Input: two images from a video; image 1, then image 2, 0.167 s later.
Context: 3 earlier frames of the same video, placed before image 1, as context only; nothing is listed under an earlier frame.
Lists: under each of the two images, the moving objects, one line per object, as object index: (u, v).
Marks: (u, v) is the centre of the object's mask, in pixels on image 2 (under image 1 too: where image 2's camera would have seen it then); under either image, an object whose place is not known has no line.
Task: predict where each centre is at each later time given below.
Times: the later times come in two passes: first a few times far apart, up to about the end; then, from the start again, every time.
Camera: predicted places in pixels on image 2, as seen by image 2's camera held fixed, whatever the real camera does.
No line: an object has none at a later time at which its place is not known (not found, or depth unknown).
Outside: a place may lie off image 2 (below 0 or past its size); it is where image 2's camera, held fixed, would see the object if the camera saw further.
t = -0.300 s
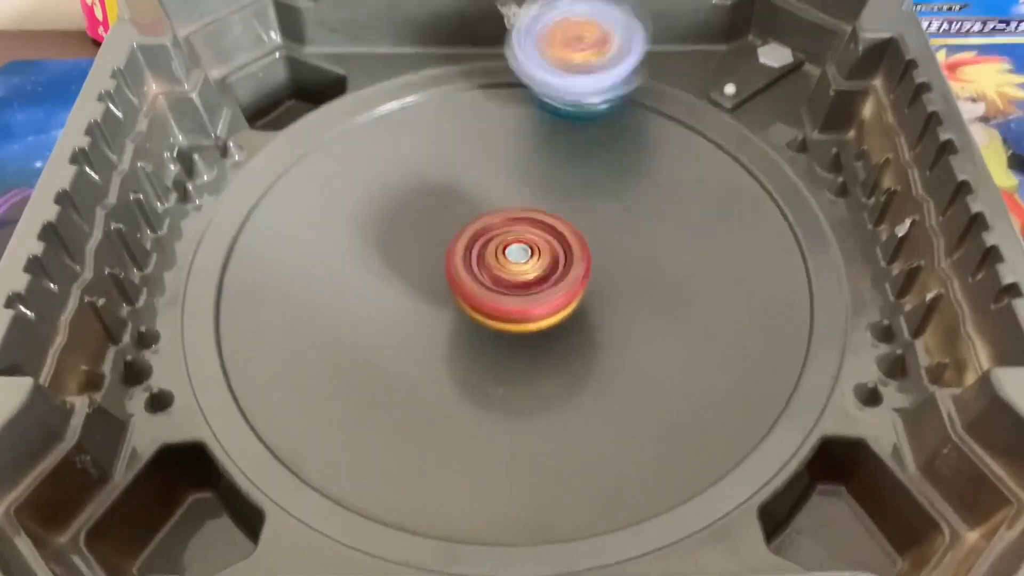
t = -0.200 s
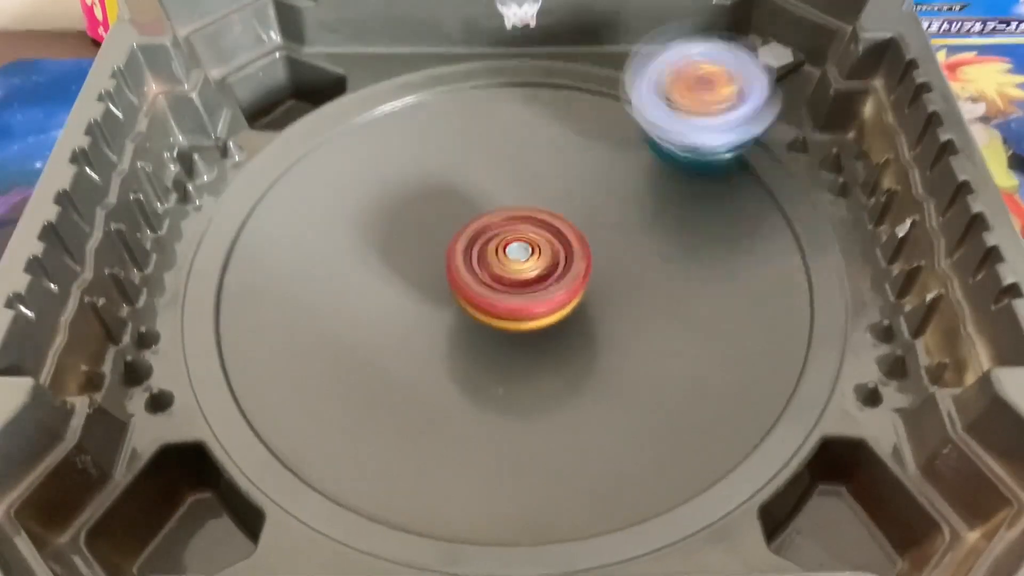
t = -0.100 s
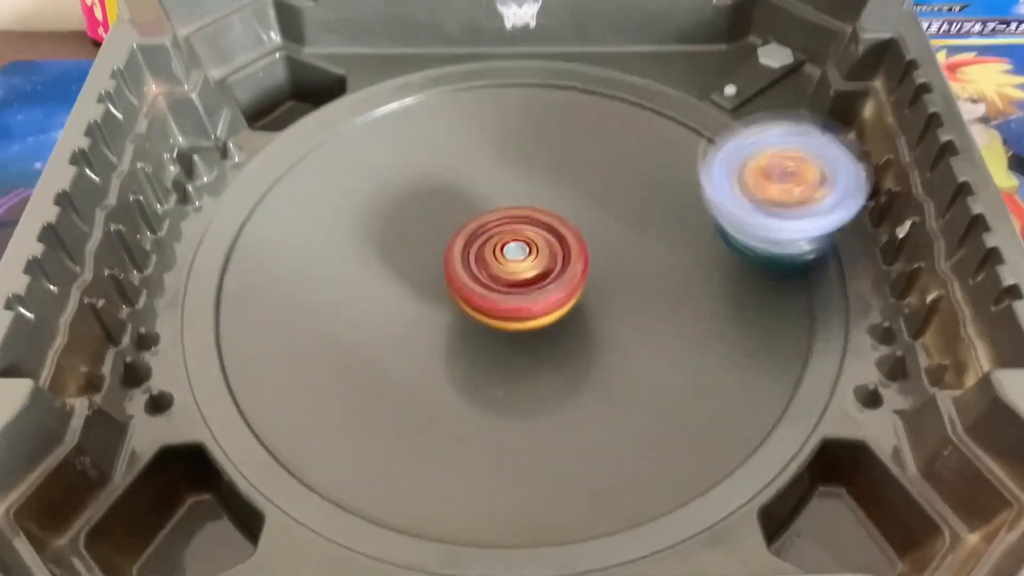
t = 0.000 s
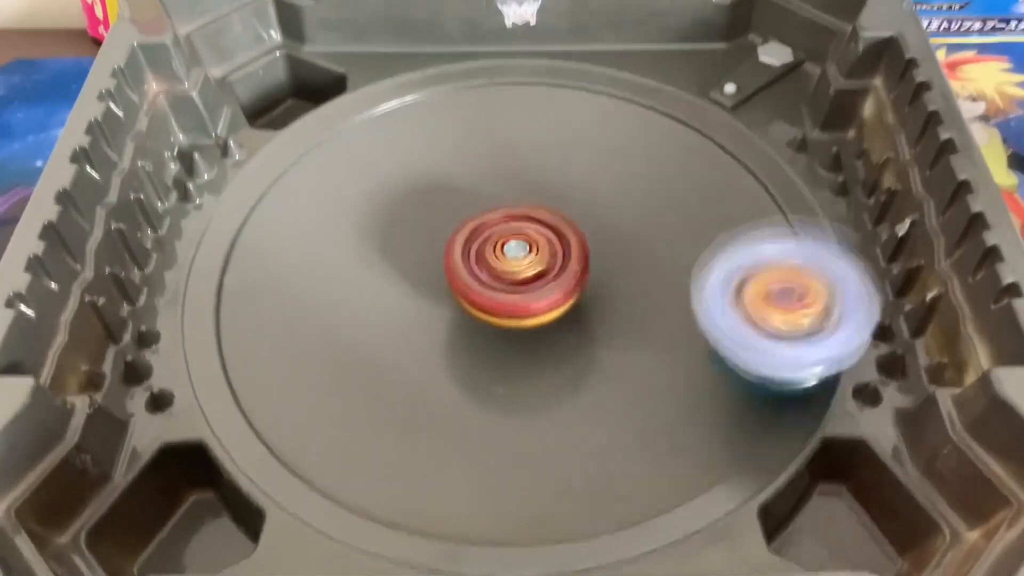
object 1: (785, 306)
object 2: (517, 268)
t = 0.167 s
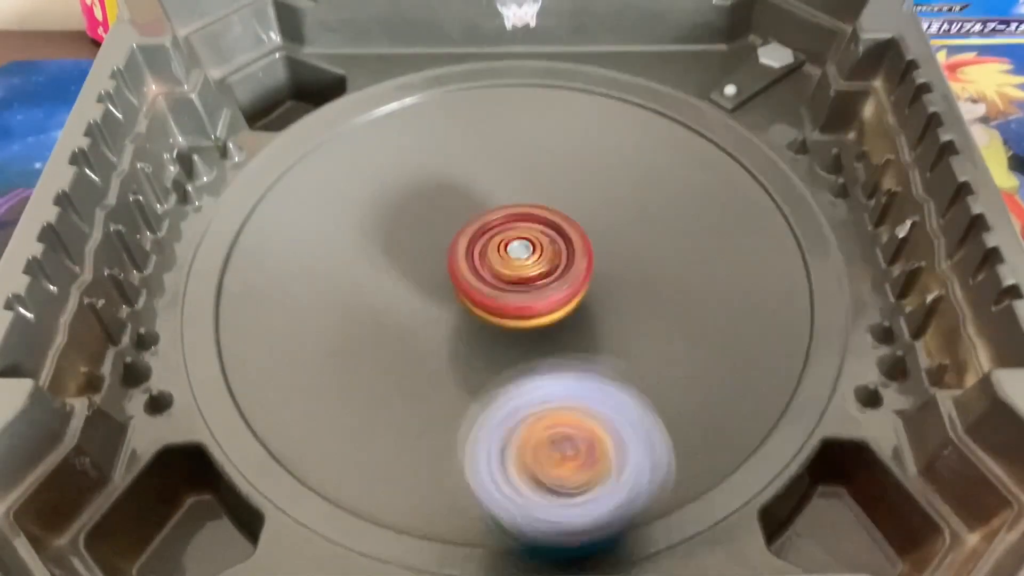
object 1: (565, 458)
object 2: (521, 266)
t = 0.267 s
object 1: (372, 439)
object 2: (521, 264)
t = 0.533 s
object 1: (408, 67)
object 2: (516, 263)
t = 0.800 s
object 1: (676, 406)
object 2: (511, 262)
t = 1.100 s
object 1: (441, 62)
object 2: (509, 268)
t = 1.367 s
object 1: (628, 421)
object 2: (511, 269)
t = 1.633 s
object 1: (402, 83)
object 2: (519, 268)
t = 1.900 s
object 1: (682, 386)
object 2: (513, 263)
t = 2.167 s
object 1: (356, 109)
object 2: (513, 265)
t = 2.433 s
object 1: (723, 343)
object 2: (508, 266)
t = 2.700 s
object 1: (320, 148)
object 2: (515, 268)
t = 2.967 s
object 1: (743, 286)
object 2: (514, 264)
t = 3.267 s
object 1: (336, 141)
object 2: (517, 265)
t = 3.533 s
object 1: (728, 301)
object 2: (512, 265)
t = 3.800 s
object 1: (310, 179)
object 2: (512, 269)
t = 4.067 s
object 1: (730, 254)
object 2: (513, 265)
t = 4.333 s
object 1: (298, 220)
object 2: (515, 263)
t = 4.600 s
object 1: (721, 213)
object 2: (509, 265)
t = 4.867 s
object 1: (299, 258)
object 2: (510, 270)
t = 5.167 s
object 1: (716, 233)
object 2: (515, 265)
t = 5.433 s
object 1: (309, 240)
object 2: (512, 264)
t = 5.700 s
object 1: (701, 204)
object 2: (509, 267)
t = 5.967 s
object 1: (317, 273)
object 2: (512, 267)
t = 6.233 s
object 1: (682, 181)
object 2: (513, 264)
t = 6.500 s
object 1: (333, 297)
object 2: (510, 264)
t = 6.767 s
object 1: (673, 152)
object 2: (513, 268)
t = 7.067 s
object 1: (331, 266)
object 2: (515, 264)
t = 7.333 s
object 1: (674, 193)
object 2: (512, 264)
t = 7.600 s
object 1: (340, 282)
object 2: (511, 267)
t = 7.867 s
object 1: (657, 183)
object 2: (514, 264)
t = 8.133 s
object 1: (356, 291)
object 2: (512, 264)
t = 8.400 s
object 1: (646, 180)
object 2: (508, 267)
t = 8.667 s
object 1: (364, 294)
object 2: (516, 265)
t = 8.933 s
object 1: (640, 181)
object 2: (513, 264)
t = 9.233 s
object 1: (358, 242)
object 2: (512, 266)
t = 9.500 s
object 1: (656, 236)
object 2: (512, 265)
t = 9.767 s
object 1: (411, 324)
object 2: (519, 258)
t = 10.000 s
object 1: (368, 192)
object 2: (537, 257)
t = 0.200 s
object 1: (497, 461)
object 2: (522, 265)
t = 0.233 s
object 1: (429, 457)
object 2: (521, 265)
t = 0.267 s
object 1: (372, 439)
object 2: (521, 264)
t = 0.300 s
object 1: (318, 417)
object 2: (520, 263)
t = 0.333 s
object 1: (280, 384)
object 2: (519, 263)
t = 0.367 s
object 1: (251, 348)
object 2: (518, 263)
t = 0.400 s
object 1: (235, 307)
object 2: (517, 263)
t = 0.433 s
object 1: (233, 226)
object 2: (515, 263)
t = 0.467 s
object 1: (267, 157)
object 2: (515, 264)
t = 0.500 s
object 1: (332, 103)
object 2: (516, 263)
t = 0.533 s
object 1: (408, 67)
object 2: (516, 263)
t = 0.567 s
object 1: (491, 54)
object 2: (516, 262)
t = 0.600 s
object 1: (581, 59)
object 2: (514, 262)
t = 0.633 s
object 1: (671, 81)
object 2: (512, 260)
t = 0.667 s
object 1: (731, 126)
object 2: (510, 259)
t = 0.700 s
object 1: (774, 188)
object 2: (509, 259)
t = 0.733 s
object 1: (786, 263)
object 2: (508, 261)
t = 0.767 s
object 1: (754, 341)
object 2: (509, 261)
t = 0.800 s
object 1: (676, 406)
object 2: (511, 262)
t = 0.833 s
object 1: (569, 445)
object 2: (512, 263)
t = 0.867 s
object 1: (441, 449)
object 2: (511, 261)
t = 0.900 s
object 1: (333, 409)
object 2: (509, 261)
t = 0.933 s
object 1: (266, 350)
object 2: (507, 261)
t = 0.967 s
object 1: (239, 271)
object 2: (506, 263)
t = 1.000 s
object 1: (252, 198)
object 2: (506, 264)
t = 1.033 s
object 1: (297, 136)
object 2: (507, 265)
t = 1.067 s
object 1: (361, 92)
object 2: (508, 267)
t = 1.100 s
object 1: (441, 62)
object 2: (509, 268)
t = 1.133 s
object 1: (524, 58)
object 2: (510, 268)
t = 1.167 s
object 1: (608, 70)
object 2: (511, 267)
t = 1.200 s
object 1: (689, 105)
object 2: (511, 265)
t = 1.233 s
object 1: (741, 149)
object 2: (510, 265)
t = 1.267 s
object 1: (772, 221)
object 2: (509, 265)
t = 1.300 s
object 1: (767, 298)
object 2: (509, 266)
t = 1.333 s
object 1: (718, 366)
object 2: (510, 268)
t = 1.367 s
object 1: (628, 421)
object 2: (511, 269)
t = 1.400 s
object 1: (510, 447)
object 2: (512, 270)
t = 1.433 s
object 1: (397, 430)
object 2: (514, 270)
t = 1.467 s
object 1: (308, 385)
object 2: (515, 270)
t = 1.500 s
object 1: (259, 316)
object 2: (517, 270)
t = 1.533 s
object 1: (251, 240)
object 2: (519, 270)
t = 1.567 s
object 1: (278, 172)
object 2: (519, 269)
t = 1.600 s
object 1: (329, 119)
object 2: (519, 269)
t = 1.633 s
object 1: (402, 83)
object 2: (519, 268)
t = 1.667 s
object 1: (477, 67)
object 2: (518, 268)
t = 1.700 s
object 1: (563, 69)
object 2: (517, 268)
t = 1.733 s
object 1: (654, 85)
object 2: (516, 267)
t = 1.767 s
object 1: (710, 124)
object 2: (515, 266)
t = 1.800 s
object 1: (753, 170)
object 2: (514, 264)
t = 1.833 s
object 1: (767, 251)
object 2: (513, 264)
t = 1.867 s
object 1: (746, 322)
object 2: (513, 263)
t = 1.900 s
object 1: (682, 386)
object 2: (513, 263)
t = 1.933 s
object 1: (582, 429)
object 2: (514, 263)
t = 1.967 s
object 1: (465, 437)
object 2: (514, 263)
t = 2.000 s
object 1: (362, 410)
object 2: (513, 263)
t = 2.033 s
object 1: (291, 356)
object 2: (513, 264)
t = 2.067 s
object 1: (259, 287)
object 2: (513, 264)
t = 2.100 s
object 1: (265, 216)
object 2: (512, 264)
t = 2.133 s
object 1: (296, 155)
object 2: (512, 265)
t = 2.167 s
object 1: (356, 109)
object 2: (513, 265)
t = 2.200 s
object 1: (428, 80)
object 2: (513, 265)
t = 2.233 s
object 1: (506, 71)
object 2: (512, 265)
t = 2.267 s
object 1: (584, 77)
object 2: (511, 265)
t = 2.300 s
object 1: (668, 102)
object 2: (511, 265)
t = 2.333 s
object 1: (720, 141)
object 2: (510, 265)
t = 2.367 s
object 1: (753, 204)
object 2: (510, 266)
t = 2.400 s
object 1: (757, 272)
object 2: (509, 266)
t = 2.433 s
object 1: (723, 343)
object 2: (508, 266)
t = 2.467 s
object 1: (650, 396)
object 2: (507, 267)
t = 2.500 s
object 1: (549, 429)
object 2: (507, 268)
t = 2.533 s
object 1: (440, 425)
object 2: (509, 269)
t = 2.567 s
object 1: (347, 394)
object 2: (511, 269)
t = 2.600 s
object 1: (287, 335)
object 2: (512, 269)
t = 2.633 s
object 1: (266, 263)
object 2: (513, 269)
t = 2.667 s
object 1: (280, 201)
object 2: (514, 269)
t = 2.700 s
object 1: (320, 148)
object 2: (515, 268)
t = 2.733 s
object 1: (379, 104)
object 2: (516, 268)
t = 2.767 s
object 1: (448, 79)
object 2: (517, 268)
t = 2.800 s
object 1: (525, 75)
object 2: (517, 268)
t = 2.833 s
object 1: (599, 85)
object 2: (517, 267)
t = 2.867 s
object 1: (676, 112)
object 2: (516, 266)
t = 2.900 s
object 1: (725, 153)
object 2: (515, 265)
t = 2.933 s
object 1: (749, 221)
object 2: (514, 264)
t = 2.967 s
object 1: (743, 286)
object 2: (514, 264)
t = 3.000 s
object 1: (701, 349)
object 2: (513, 263)
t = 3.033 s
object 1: (624, 398)
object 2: (514, 264)
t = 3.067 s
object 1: (524, 422)
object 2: (514, 264)
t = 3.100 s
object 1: (421, 415)
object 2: (515, 265)
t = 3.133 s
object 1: (339, 380)
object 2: (516, 265)
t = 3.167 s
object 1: (291, 320)
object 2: (516, 264)
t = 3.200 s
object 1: (277, 253)
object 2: (517, 264)
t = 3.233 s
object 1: (293, 192)
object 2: (517, 264)
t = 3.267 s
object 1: (336, 141)
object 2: (517, 265)
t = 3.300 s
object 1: (396, 104)
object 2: (517, 265)
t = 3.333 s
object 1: (467, 86)
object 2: (516, 265)
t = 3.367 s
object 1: (542, 84)
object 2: (515, 265)
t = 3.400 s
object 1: (614, 97)
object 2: (514, 265)
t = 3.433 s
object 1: (684, 123)
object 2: (514, 265)
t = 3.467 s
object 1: (725, 169)
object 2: (514, 265)
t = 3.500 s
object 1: (740, 238)
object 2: (513, 265)
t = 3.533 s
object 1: (728, 301)
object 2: (512, 265)
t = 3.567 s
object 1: (679, 360)
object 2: (511, 264)
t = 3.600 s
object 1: (598, 400)
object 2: (510, 264)
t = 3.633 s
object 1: (501, 416)
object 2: (508, 264)
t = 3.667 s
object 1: (407, 399)
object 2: (506, 266)
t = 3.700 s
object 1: (333, 358)
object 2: (506, 268)
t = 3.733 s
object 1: (293, 301)
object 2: (507, 270)
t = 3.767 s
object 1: (286, 236)
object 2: (510, 270)
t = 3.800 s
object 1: (310, 179)
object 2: (512, 269)
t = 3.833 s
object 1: (356, 132)
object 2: (513, 268)
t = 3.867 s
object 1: (417, 100)
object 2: (513, 267)
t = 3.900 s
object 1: (487, 86)
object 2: (513, 267)
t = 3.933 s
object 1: (558, 88)
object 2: (513, 267)
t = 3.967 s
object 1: (627, 110)
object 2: (514, 266)
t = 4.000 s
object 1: (690, 137)
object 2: (514, 266)
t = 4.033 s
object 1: (720, 194)
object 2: (514, 265)
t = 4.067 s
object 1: (730, 254)
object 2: (513, 265)
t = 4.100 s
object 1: (708, 315)
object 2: (513, 265)
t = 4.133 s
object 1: (653, 370)
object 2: (513, 264)
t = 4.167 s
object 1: (571, 404)
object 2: (514, 264)
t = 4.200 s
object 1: (473, 411)
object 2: (514, 263)
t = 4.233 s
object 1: (381, 386)
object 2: (515, 263)
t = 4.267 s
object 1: (321, 339)
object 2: (515, 263)
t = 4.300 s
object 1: (295, 279)
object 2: (515, 263)
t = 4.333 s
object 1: (298, 220)
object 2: (515, 263)
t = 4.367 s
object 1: (327, 168)
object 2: (515, 264)
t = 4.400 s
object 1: (378, 127)
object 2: (514, 264)
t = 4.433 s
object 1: (439, 101)
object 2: (513, 264)
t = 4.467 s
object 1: (509, 92)
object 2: (512, 266)
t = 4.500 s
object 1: (580, 99)
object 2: (511, 265)
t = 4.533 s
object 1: (661, 117)
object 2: (511, 265)
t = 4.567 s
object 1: (700, 151)
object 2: (510, 265)
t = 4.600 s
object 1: (721, 213)
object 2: (509, 265)
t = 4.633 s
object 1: (721, 272)
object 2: (507, 266)
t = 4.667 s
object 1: (692, 332)
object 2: (507, 267)
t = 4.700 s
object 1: (626, 378)
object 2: (508, 267)
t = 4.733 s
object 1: (537, 403)
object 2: (508, 267)
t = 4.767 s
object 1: (449, 398)
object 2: (509, 268)
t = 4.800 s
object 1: (369, 369)
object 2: (510, 269)
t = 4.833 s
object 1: (316, 317)
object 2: (510, 270)
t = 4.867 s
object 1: (299, 258)
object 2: (510, 270)
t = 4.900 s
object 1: (309, 203)
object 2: (511, 270)
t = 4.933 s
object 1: (346, 157)
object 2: (514, 269)
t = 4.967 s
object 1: (397, 122)
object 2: (515, 268)
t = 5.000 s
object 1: (463, 101)
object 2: (515, 268)
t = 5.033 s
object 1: (531, 97)
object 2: (515, 268)
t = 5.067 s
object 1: (597, 111)
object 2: (516, 267)
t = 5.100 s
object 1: (671, 130)
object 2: (516, 266)
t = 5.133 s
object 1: (696, 182)
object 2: (515, 265)
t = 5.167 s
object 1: (716, 233)
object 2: (515, 265)
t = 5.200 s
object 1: (708, 293)
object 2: (514, 264)
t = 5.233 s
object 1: (666, 345)
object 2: (514, 264)
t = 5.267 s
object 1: (595, 384)
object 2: (514, 263)
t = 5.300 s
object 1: (510, 400)
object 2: (514, 263)
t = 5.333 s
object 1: (419, 387)
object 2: (514, 264)
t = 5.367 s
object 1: (356, 349)
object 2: (514, 264)
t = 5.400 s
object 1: (315, 298)
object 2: (513, 264)
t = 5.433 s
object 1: (309, 240)
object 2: (512, 264)
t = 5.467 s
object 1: (329, 188)
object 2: (512, 264)
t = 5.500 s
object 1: (368, 148)
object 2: (512, 264)
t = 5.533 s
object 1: (424, 116)
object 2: (511, 264)
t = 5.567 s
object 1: (488, 102)
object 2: (511, 265)
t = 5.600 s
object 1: (555, 104)
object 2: (509, 265)
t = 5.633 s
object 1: (618, 126)
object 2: (508, 265)
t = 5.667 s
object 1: (679, 146)
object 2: (508, 267)
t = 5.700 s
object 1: (701, 204)
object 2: (509, 267)
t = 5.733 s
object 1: (707, 255)
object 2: (510, 268)
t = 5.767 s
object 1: (688, 312)
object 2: (510, 268)
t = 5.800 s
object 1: (632, 359)
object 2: (509, 267)
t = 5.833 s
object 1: (560, 389)
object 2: (509, 266)
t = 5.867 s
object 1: (469, 393)
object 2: (511, 266)
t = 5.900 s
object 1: (395, 368)
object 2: (511, 268)
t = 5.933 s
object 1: (339, 324)
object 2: (511, 268)
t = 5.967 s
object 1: (317, 273)
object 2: (512, 267)
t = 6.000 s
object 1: (321, 215)
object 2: (513, 266)
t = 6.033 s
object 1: (349, 171)
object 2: (514, 265)
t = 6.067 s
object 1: (397, 136)
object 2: (515, 265)
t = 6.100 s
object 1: (457, 115)
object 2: (515, 265)
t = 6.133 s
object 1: (519, 107)
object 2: (514, 265)
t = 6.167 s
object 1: (584, 118)
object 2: (514, 264)
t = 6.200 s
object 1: (655, 132)
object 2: (514, 264)
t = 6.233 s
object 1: (682, 181)
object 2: (513, 264)
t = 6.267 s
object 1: (700, 229)
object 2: (513, 265)
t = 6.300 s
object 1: (694, 283)
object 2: (513, 265)
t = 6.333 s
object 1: (659, 333)
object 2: (512, 264)
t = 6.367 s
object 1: (595, 372)
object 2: (511, 261)
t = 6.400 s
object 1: (517, 388)
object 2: (512, 260)
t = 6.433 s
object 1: (433, 377)
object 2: (513, 262)
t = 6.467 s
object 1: (368, 344)
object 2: (511, 264)
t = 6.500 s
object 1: (333, 297)
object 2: (510, 264)
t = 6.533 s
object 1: (324, 241)
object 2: (511, 265)
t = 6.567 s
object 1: (338, 192)
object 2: (511, 265)
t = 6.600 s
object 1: (375, 155)
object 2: (512, 265)
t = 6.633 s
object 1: (429, 127)
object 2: (511, 266)
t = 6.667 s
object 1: (490, 112)
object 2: (511, 267)
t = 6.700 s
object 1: (551, 116)
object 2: (512, 268)
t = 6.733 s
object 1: (611, 134)
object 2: (512, 268)
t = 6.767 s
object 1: (673, 152)
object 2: (513, 268)
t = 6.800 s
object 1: (685, 207)
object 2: (513, 268)
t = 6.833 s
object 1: (694, 260)
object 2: (513, 268)
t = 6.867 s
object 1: (672, 310)
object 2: (513, 268)
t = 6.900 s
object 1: (621, 354)
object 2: (511, 265)
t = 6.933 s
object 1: (551, 382)
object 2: (514, 262)
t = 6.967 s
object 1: (471, 381)
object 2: (517, 262)
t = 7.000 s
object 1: (399, 356)
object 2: (517, 265)
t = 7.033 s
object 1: (350, 315)
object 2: (516, 265)
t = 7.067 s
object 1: (331, 266)
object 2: (515, 264)
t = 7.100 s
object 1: (336, 216)
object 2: (514, 264)
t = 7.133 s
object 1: (362, 173)
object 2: (514, 263)
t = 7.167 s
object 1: (411, 139)
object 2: (514, 264)
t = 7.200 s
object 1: (467, 119)
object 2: (513, 263)
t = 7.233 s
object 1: (526, 117)
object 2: (514, 264)
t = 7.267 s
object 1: (585, 129)
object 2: (513, 264)
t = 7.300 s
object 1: (639, 155)
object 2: (513, 263)
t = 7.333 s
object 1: (674, 193)
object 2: (512, 264)
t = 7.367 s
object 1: (687, 237)
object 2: (511, 264)
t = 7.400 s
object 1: (675, 289)
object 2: (510, 264)
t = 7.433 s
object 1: (640, 337)
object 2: (507, 263)
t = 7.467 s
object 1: (578, 367)
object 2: (507, 260)
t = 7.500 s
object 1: (499, 378)
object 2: (509, 258)
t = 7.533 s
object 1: (422, 362)
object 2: (511, 263)
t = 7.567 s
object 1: (369, 328)
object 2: (511, 267)
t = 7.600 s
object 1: (340, 282)
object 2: (511, 267)
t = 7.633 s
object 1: (338, 233)
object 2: (512, 267)
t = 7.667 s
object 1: (356, 190)
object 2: (512, 267)
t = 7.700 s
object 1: (395, 152)
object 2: (513, 268)
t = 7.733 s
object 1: (449, 130)
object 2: (513, 267)
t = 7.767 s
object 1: (508, 122)
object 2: (513, 267)
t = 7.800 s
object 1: (567, 128)
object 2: (514, 266)
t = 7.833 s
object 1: (619, 149)
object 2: (514, 265)
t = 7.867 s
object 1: (657, 183)
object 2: (514, 264)
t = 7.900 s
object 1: (678, 225)
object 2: (514, 264)
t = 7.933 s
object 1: (675, 273)
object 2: (514, 264)
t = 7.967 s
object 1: (648, 322)
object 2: (510, 262)
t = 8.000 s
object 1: (594, 357)
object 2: (509, 258)
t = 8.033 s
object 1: (524, 373)
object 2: (511, 256)
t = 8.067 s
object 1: (450, 365)
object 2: (516, 258)
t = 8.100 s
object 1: (390, 334)
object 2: (514, 263)
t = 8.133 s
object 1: (356, 291)
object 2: (512, 264)
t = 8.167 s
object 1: (346, 243)
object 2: (511, 264)
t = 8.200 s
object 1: (359, 199)
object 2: (510, 263)
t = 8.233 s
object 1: (393, 165)
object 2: (510, 264)
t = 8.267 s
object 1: (441, 137)
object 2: (509, 266)
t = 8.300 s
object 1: (496, 127)
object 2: (509, 266)
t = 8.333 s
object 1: (554, 130)
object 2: (508, 267)
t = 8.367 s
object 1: (607, 149)
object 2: (508, 267)
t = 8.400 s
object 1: (646, 180)
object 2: (508, 267)
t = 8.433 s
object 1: (670, 220)
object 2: (509, 268)
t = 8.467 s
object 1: (669, 265)
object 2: (510, 268)
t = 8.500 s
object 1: (646, 312)
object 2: (508, 267)
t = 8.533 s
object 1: (596, 348)
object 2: (506, 260)
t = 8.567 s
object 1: (529, 367)
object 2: (511, 255)
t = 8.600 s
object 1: (456, 362)
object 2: (518, 259)
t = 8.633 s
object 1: (398, 334)
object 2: (517, 264)
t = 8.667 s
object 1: (364, 294)
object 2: (516, 265)
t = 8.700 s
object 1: (353, 248)
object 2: (515, 264)
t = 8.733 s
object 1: (363, 203)
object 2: (516, 264)
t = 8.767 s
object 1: (396, 172)
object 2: (518, 264)
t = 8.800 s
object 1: (441, 145)
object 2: (517, 263)
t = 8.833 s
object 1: (494, 133)
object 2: (517, 263)
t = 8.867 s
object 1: (549, 135)
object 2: (515, 264)
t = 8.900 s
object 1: (601, 153)
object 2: (514, 264)
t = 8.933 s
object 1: (640, 181)
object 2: (513, 264)
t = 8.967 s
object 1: (661, 222)
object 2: (512, 265)
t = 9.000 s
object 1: (660, 266)
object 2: (511, 266)
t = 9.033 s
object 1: (635, 311)
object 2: (505, 262)
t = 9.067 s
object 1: (585, 346)
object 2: (505, 256)
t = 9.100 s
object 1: (520, 360)
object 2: (510, 252)
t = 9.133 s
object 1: (453, 353)
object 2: (517, 257)
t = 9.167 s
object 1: (399, 325)
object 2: (518, 262)
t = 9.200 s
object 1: (367, 287)
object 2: (514, 266)
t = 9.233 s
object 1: (358, 242)
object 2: (512, 266)
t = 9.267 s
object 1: (372, 201)
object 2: (513, 266)
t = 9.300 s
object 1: (409, 169)
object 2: (514, 267)
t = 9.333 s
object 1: (456, 145)
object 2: (514, 266)
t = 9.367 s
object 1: (511, 138)
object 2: (514, 266)
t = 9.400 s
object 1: (562, 144)
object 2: (514, 266)
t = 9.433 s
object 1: (609, 167)
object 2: (513, 265)
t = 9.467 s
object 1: (641, 198)
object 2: (513, 265)
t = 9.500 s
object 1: (656, 236)
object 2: (512, 265)
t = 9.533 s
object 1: (649, 281)
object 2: (508, 264)
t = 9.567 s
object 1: (617, 321)
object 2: (504, 260)
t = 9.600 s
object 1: (565, 348)
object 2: (506, 252)
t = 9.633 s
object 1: (528, 356)
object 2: (509, 250)
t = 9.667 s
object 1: (498, 354)
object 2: (513, 249)
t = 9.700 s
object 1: (461, 348)
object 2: (518, 253)
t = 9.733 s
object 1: (434, 338)
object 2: (520, 256)
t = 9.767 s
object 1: (411, 324)
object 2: (519, 258)
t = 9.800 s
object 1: (389, 306)
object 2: (517, 261)
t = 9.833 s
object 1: (377, 287)
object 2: (515, 263)
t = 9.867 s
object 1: (371, 264)
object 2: (513, 264)
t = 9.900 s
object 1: (367, 245)
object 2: (511, 265)
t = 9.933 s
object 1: (369, 226)
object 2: (515, 262)
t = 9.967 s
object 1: (364, 205)
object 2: (527, 260)
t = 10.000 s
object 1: (368, 192)
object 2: (537, 257)
